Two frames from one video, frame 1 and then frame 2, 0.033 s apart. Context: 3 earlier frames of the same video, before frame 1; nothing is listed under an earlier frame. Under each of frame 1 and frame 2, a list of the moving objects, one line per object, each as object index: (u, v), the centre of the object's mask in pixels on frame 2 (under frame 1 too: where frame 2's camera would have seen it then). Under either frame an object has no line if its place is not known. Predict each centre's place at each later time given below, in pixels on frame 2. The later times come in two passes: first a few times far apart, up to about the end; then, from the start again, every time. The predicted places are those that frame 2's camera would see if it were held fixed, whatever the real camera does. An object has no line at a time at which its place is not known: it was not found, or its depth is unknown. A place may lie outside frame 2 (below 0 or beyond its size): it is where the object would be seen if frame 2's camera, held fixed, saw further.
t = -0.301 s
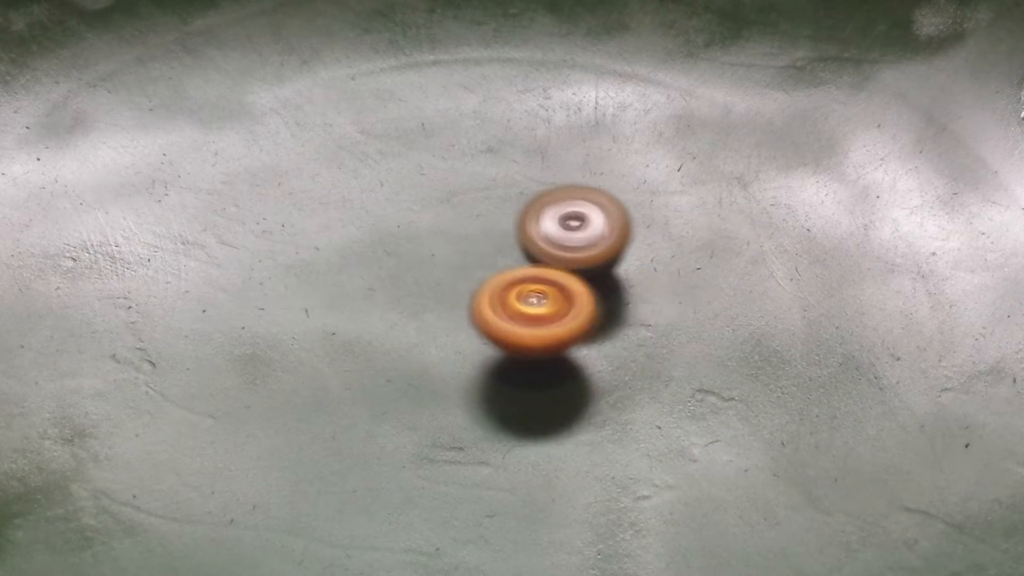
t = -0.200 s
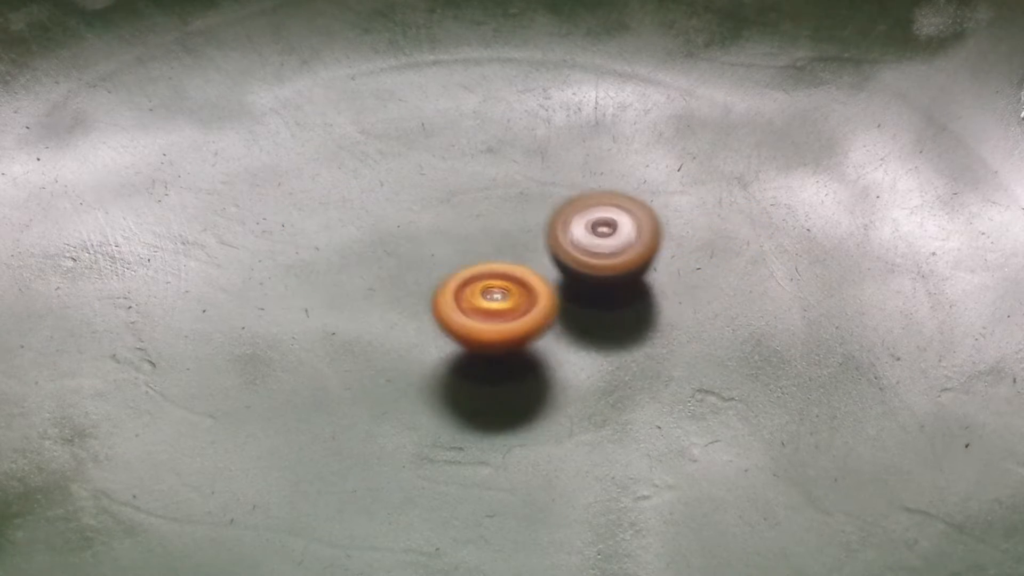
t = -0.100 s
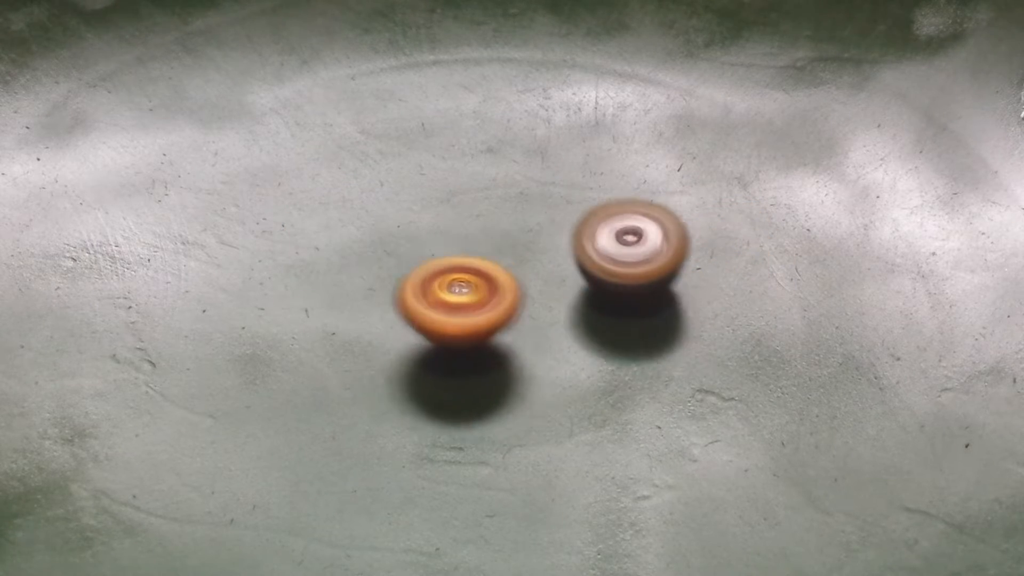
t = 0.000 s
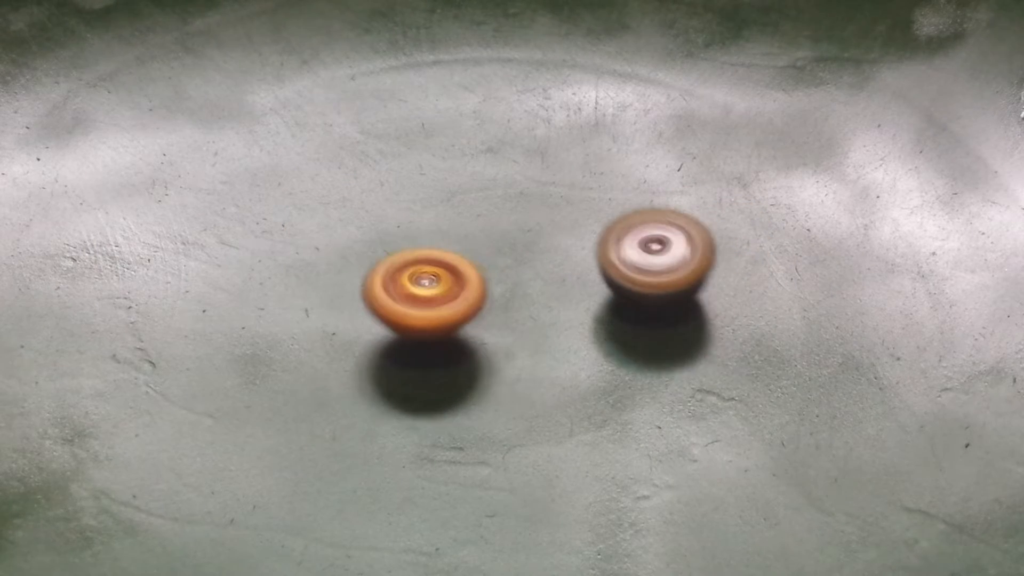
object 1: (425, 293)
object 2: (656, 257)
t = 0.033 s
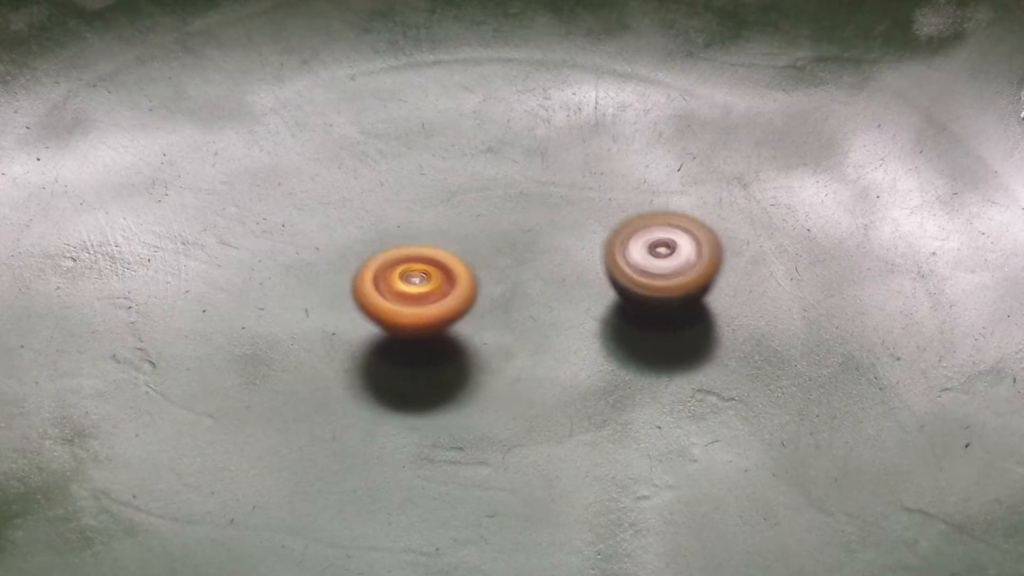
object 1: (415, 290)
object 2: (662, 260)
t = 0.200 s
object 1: (375, 282)
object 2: (698, 278)
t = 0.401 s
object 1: (369, 275)
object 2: (728, 298)
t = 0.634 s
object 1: (416, 268)
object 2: (744, 320)
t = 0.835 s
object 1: (471, 248)
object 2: (727, 326)
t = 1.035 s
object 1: (519, 237)
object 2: (689, 320)
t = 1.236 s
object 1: (565, 227)
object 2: (644, 319)
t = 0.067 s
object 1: (405, 288)
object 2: (669, 263)
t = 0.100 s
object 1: (397, 286)
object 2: (677, 266)
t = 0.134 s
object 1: (389, 284)
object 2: (684, 270)
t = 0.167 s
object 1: (381, 283)
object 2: (691, 274)
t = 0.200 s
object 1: (375, 282)
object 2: (698, 278)
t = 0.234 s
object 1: (370, 280)
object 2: (704, 282)
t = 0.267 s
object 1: (366, 279)
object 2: (709, 285)
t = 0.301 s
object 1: (365, 278)
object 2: (715, 288)
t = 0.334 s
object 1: (365, 277)
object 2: (719, 292)
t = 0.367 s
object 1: (367, 276)
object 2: (724, 295)
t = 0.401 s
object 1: (369, 275)
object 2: (728, 298)
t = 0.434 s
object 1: (373, 275)
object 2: (731, 303)
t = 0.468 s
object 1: (377, 275)
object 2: (735, 306)
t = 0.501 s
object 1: (382, 274)
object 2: (738, 309)
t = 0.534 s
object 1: (390, 273)
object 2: (740, 312)
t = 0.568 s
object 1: (398, 272)
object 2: (742, 315)
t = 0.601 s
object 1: (407, 270)
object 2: (743, 317)
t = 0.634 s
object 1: (416, 268)
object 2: (744, 320)
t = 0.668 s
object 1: (425, 265)
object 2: (744, 323)
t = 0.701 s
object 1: (434, 262)
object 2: (742, 323)
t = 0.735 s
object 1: (443, 258)
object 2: (738, 324)
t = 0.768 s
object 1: (452, 255)
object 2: (735, 325)
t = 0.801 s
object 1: (461, 251)
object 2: (732, 325)
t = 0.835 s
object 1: (471, 248)
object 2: (727, 326)
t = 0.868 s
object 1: (480, 245)
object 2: (723, 325)
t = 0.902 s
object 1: (487, 243)
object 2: (717, 327)
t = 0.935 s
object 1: (495, 241)
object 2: (712, 323)
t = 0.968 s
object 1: (503, 240)
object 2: (705, 322)
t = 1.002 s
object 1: (511, 238)
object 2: (697, 321)
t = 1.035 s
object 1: (519, 237)
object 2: (689, 320)
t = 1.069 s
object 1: (527, 236)
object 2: (681, 320)
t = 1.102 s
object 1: (535, 235)
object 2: (672, 318)
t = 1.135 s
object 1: (543, 235)
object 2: (663, 315)
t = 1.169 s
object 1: (552, 235)
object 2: (654, 312)
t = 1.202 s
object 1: (561, 235)
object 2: (647, 309)
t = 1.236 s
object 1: (565, 227)
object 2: (644, 319)
